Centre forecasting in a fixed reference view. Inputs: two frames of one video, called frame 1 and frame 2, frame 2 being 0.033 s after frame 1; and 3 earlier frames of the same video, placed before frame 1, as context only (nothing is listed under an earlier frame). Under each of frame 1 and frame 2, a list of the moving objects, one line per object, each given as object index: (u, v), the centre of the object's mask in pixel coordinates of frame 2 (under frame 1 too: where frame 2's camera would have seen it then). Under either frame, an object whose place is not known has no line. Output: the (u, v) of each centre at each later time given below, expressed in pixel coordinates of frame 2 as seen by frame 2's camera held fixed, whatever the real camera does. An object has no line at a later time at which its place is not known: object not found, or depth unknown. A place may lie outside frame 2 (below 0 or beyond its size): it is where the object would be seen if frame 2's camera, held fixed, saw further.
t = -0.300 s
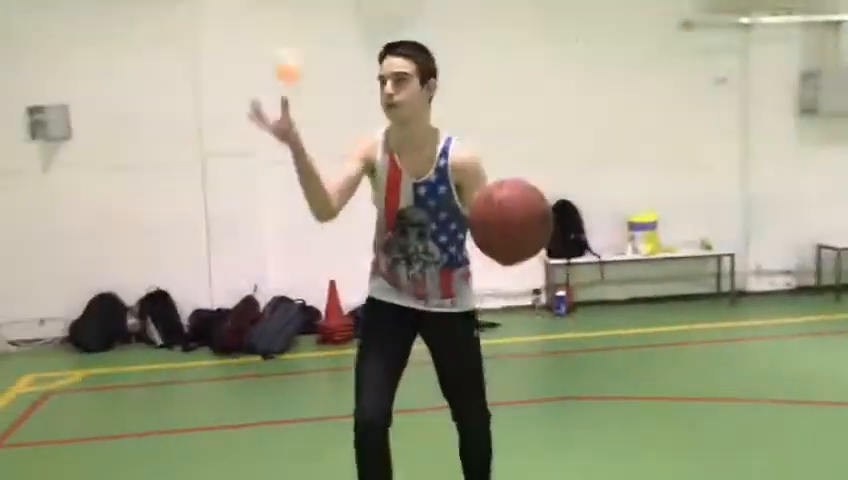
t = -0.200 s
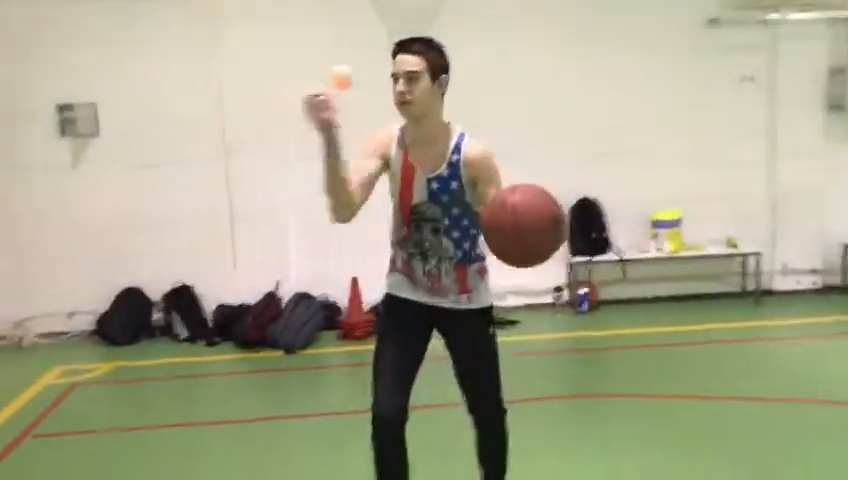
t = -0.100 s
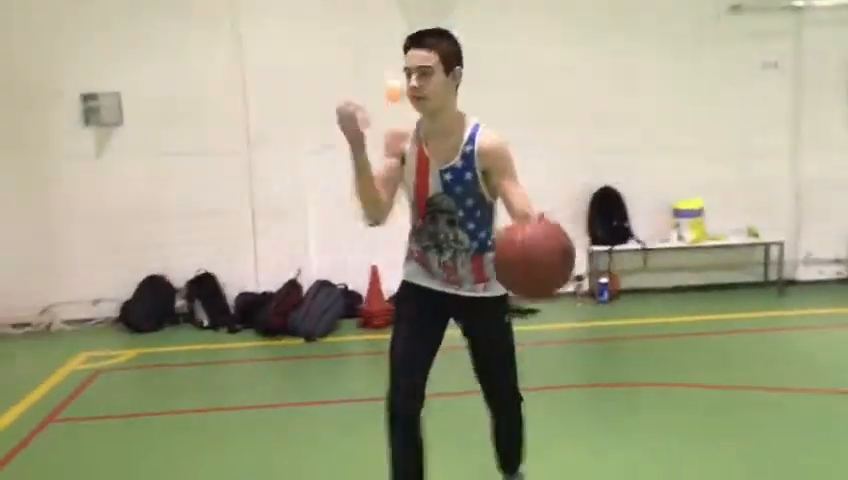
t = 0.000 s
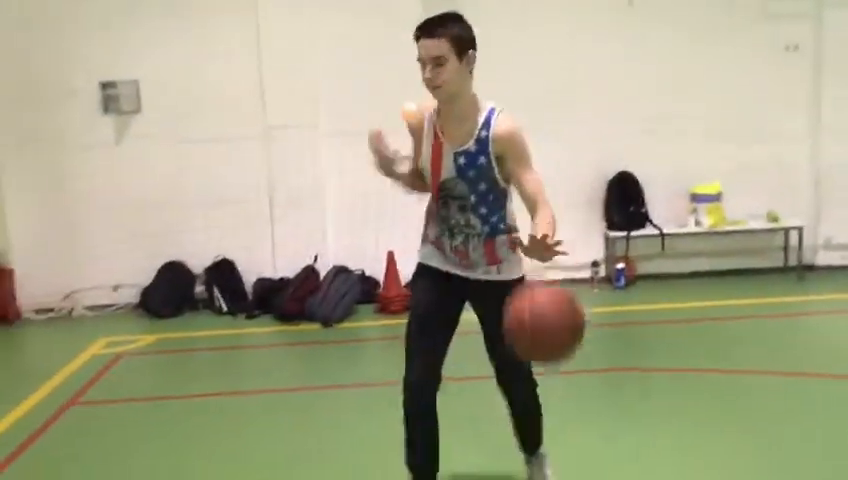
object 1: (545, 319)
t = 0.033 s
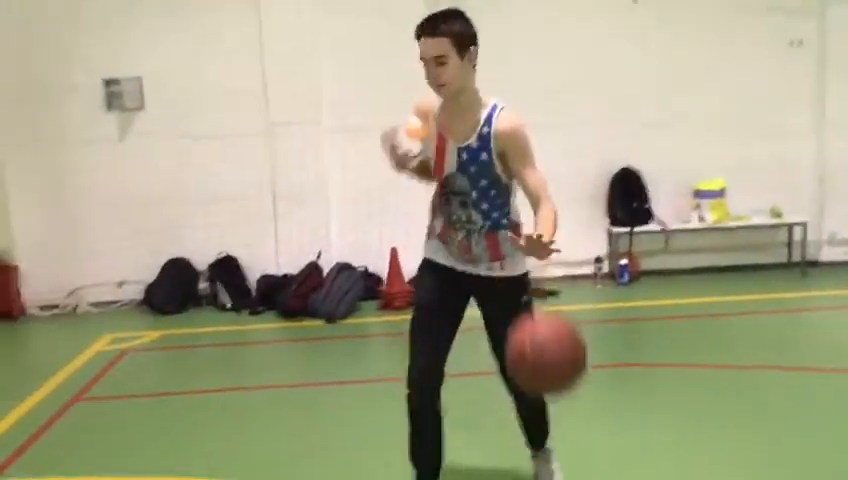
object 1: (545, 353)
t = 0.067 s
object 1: (544, 391)
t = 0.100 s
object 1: (545, 435)
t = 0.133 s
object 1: (544, 466)
